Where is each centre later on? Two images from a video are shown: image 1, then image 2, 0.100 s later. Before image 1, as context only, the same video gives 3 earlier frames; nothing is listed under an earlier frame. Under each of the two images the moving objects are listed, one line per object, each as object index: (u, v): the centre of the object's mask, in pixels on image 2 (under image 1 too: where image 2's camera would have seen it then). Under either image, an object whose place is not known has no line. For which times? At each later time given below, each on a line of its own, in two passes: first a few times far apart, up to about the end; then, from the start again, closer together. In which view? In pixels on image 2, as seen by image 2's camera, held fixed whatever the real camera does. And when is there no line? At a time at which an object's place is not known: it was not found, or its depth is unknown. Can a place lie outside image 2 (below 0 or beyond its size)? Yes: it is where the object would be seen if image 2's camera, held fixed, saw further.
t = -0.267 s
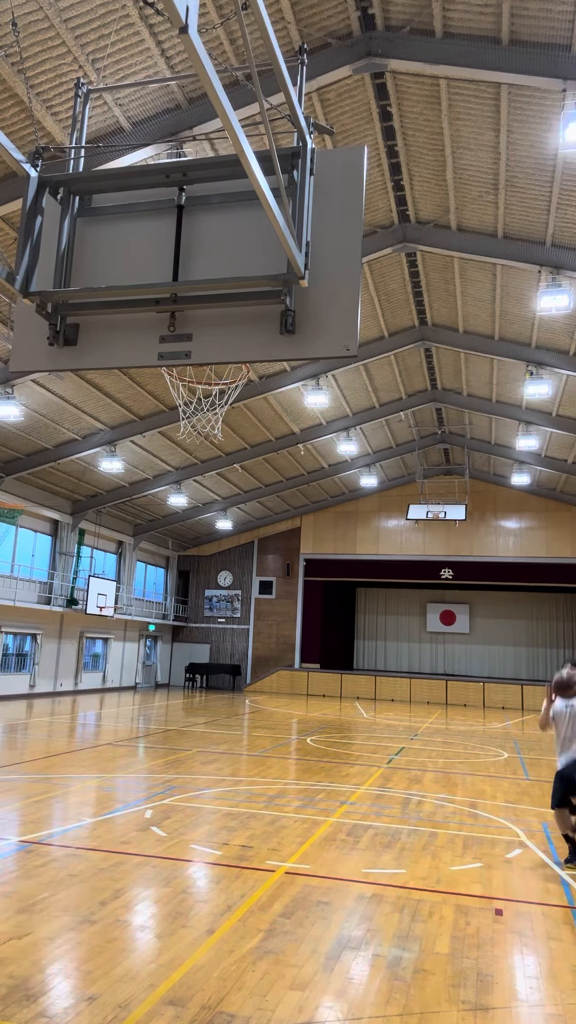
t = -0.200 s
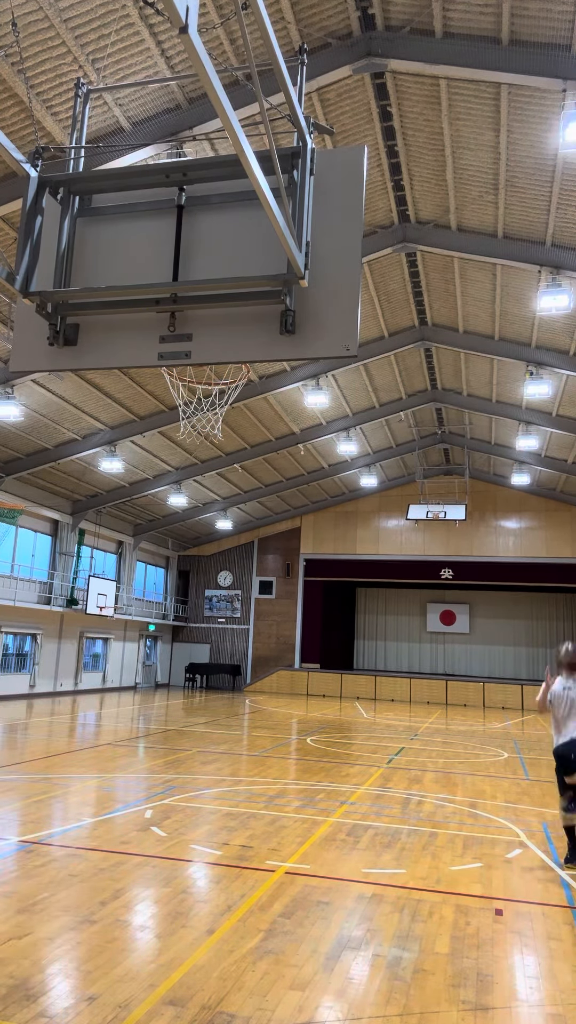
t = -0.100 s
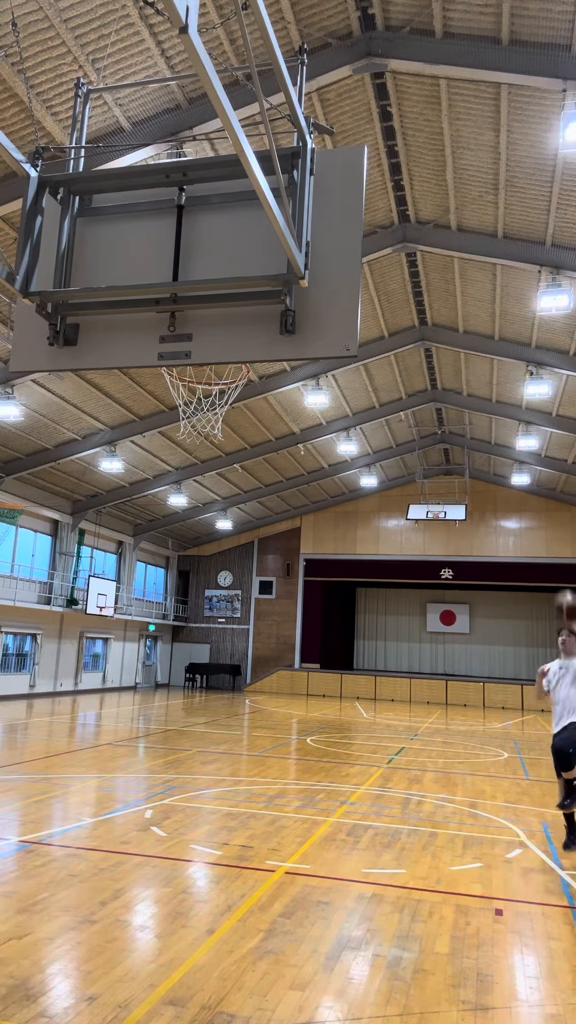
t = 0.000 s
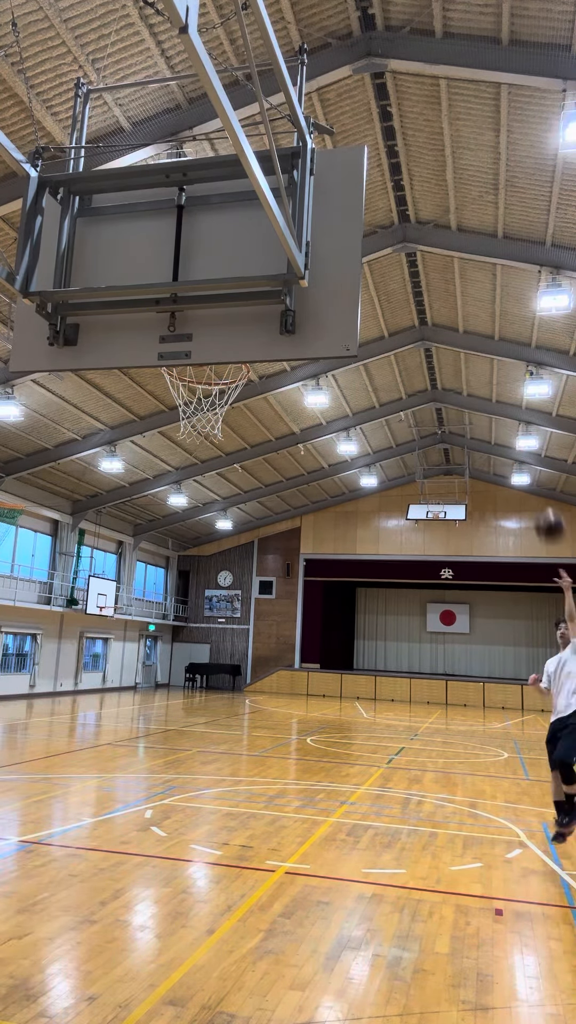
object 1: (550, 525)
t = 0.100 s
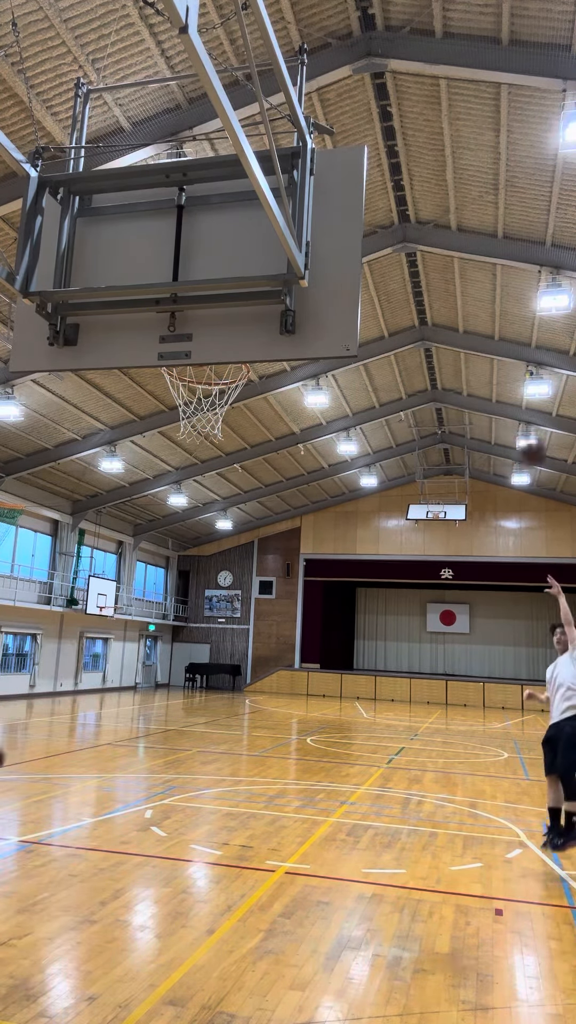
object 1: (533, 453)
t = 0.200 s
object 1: (510, 386)
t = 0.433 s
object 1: (464, 265)
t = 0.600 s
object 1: (425, 211)
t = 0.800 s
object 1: (376, 190)
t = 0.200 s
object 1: (510, 386)
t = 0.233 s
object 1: (505, 363)
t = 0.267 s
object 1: (497, 345)
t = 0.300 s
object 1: (492, 326)
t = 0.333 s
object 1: (485, 309)
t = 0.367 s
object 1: (478, 293)
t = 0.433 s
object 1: (464, 265)
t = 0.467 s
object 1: (456, 251)
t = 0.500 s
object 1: (448, 239)
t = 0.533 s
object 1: (441, 229)
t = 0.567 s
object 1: (433, 219)
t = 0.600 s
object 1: (425, 211)
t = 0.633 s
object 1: (417, 206)
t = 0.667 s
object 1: (408, 198)
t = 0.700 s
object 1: (400, 194)
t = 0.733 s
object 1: (390, 191)
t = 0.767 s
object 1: (382, 190)
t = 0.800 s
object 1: (376, 190)
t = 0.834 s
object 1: (371, 191)
